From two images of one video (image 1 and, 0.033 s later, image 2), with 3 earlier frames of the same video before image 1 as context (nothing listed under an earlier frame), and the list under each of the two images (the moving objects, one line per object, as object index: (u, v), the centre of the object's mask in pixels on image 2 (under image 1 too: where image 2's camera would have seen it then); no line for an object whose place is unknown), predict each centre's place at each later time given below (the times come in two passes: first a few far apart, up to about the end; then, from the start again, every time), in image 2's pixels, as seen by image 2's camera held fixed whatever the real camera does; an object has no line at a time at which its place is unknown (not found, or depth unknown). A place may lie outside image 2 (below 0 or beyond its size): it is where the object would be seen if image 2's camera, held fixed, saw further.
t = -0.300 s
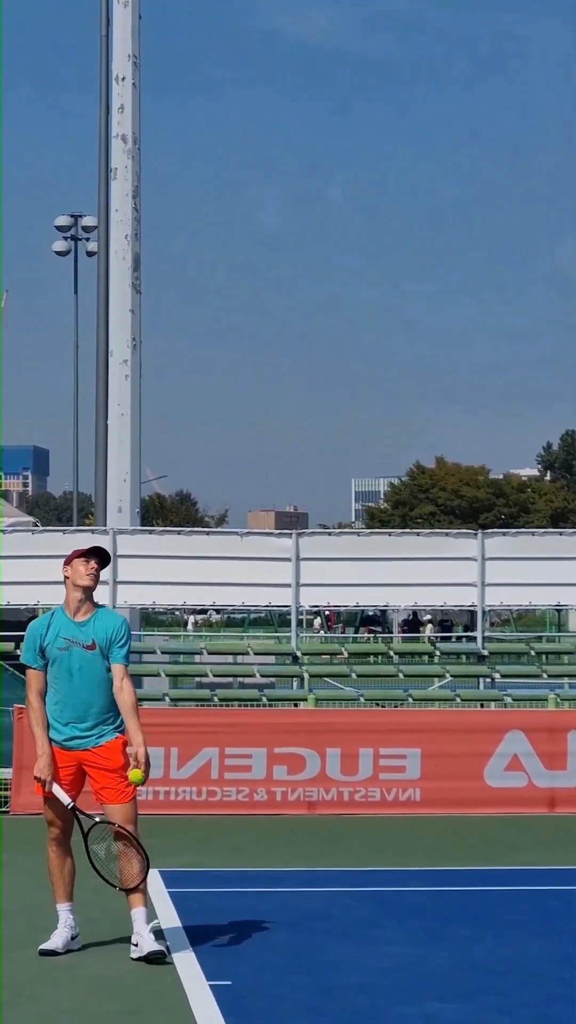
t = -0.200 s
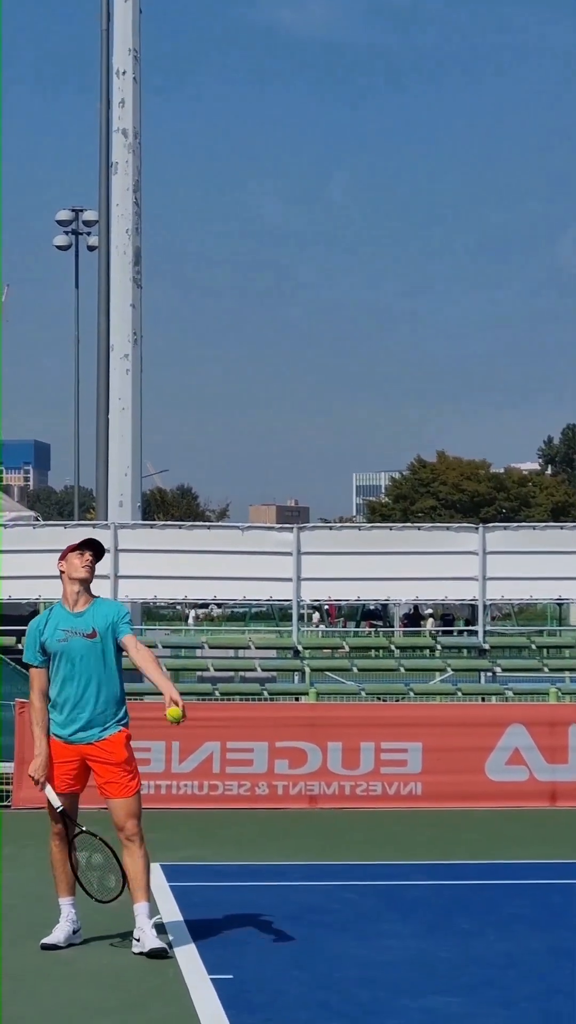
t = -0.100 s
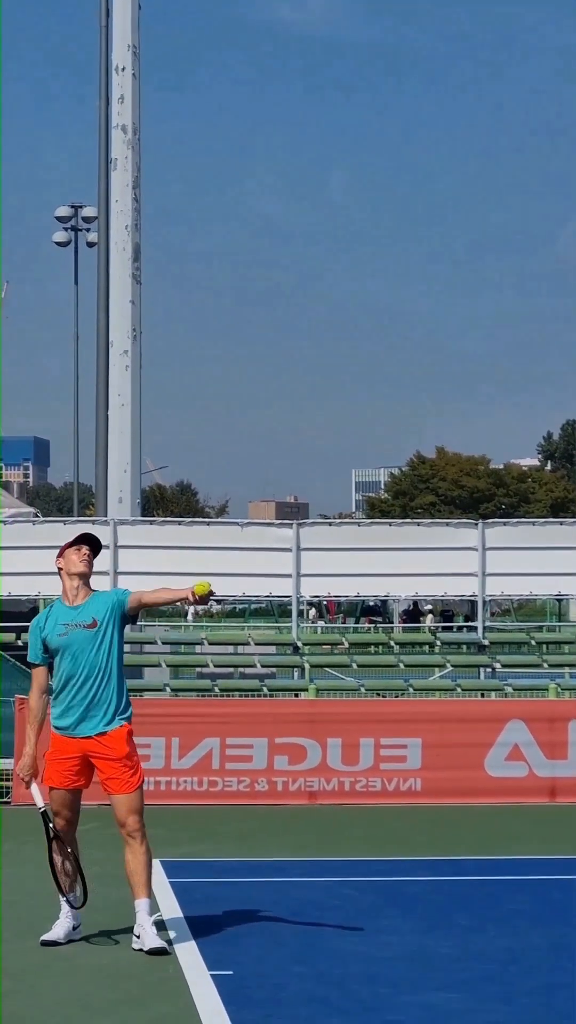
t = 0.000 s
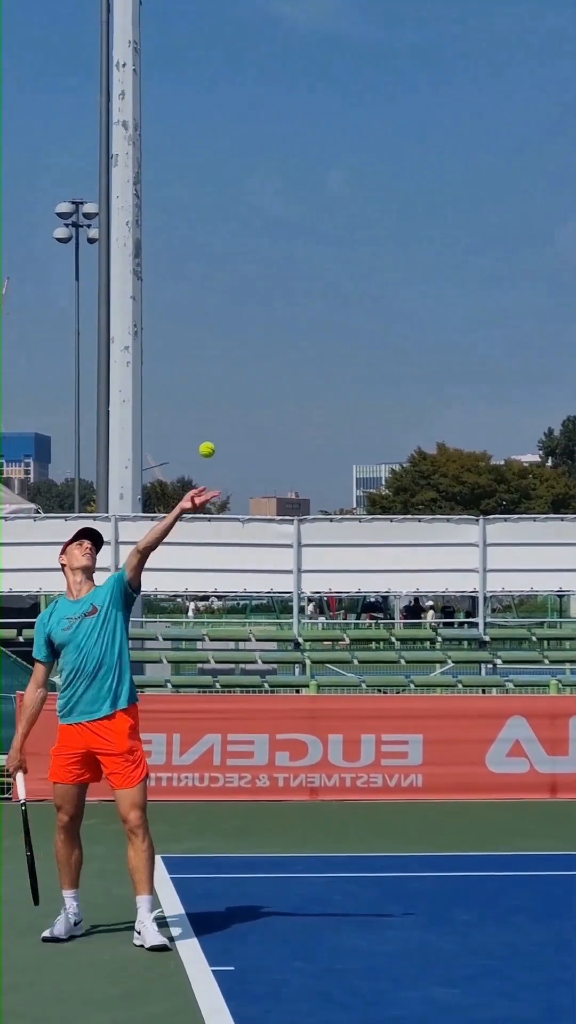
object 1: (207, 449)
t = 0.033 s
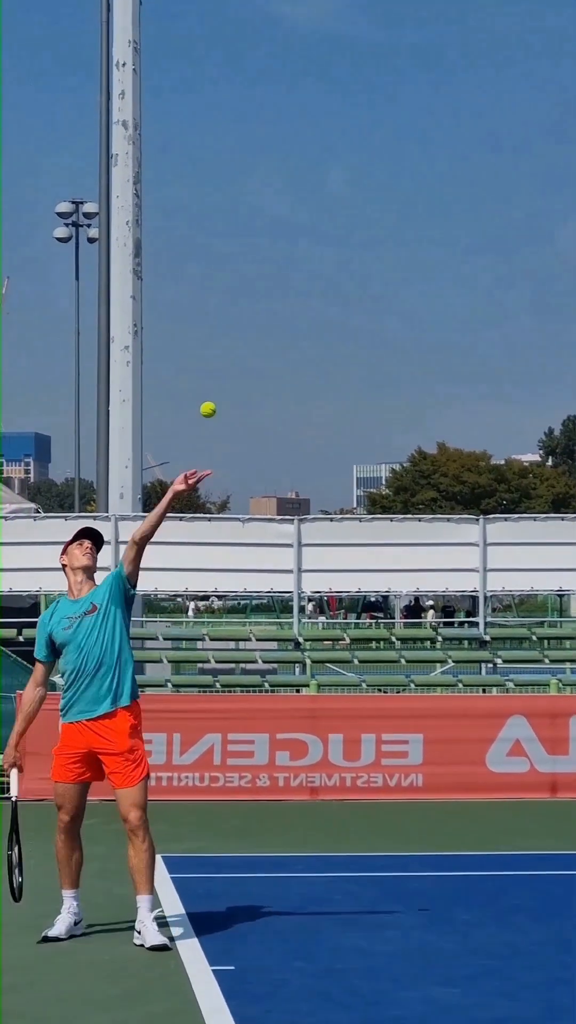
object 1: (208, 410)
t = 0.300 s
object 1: (215, 194)
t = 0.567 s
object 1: (223, 143)
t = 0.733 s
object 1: (228, 192)
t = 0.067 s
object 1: (209, 373)
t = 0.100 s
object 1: (210, 339)
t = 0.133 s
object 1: (211, 308)
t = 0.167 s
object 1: (211, 280)
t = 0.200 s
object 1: (212, 254)
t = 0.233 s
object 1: (214, 232)
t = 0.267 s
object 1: (214, 211)
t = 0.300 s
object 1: (215, 194)
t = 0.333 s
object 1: (216, 179)
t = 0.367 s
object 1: (217, 166)
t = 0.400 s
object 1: (218, 156)
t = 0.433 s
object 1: (219, 149)
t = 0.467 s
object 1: (220, 143)
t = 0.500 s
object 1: (221, 141)
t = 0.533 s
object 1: (222, 141)
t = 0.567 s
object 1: (223, 143)
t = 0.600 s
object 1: (224, 148)
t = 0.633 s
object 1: (225, 155)
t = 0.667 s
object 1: (226, 164)
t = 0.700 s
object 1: (227, 177)
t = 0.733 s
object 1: (228, 192)
